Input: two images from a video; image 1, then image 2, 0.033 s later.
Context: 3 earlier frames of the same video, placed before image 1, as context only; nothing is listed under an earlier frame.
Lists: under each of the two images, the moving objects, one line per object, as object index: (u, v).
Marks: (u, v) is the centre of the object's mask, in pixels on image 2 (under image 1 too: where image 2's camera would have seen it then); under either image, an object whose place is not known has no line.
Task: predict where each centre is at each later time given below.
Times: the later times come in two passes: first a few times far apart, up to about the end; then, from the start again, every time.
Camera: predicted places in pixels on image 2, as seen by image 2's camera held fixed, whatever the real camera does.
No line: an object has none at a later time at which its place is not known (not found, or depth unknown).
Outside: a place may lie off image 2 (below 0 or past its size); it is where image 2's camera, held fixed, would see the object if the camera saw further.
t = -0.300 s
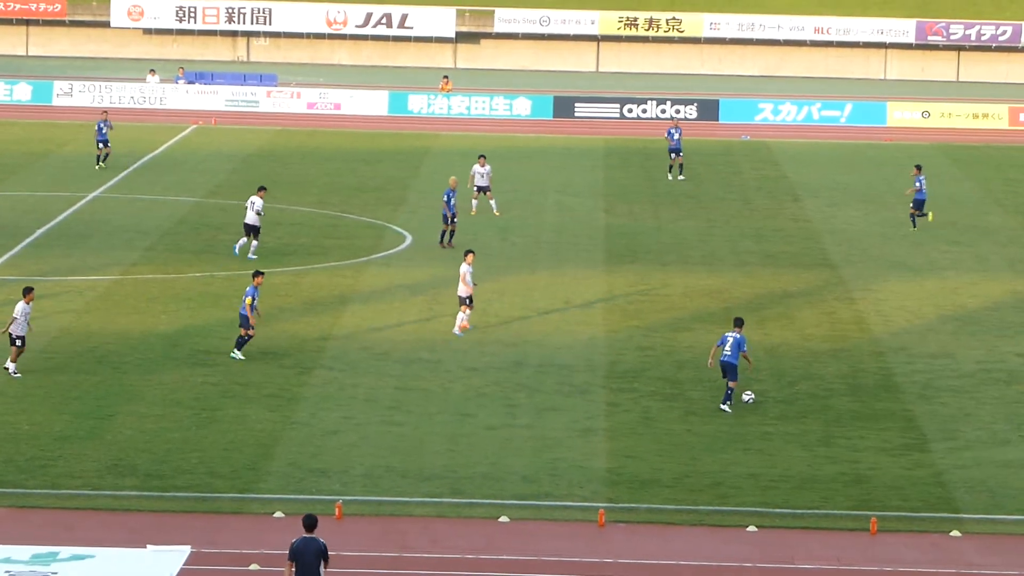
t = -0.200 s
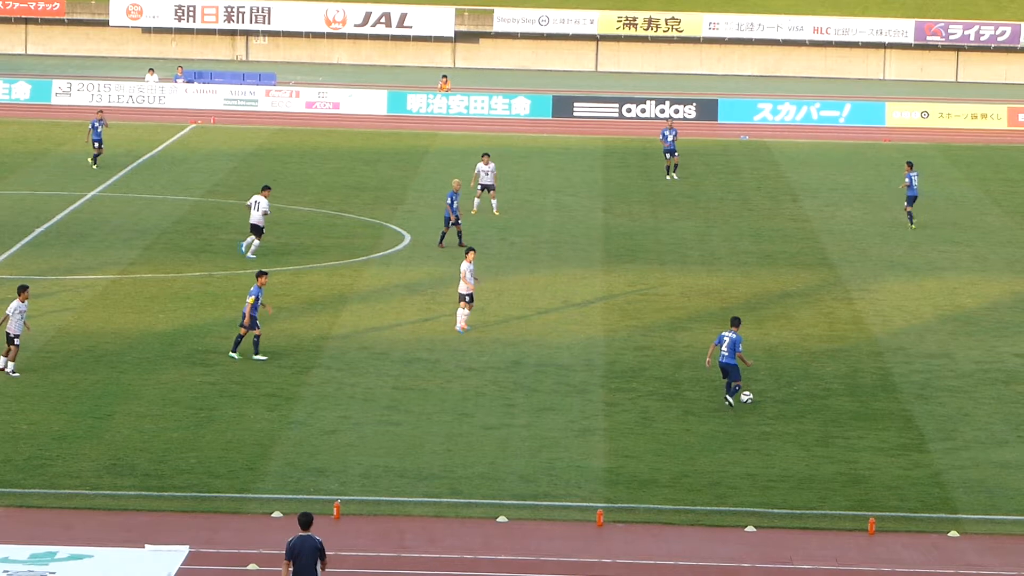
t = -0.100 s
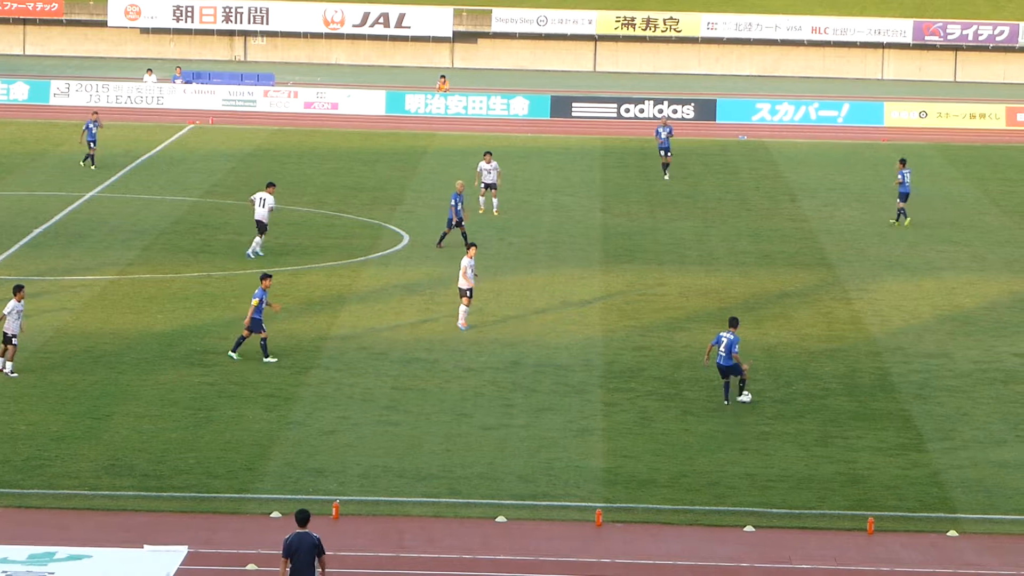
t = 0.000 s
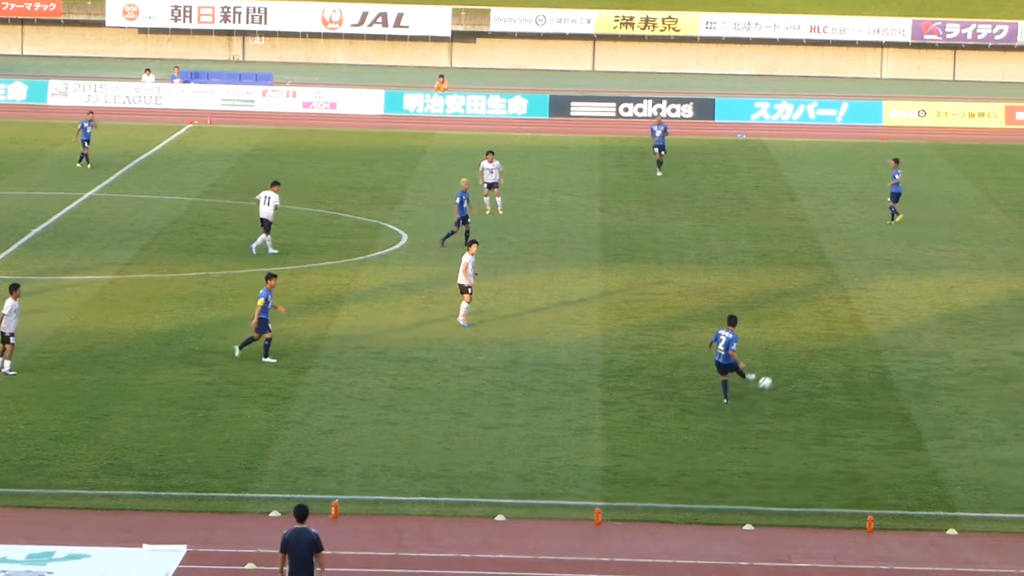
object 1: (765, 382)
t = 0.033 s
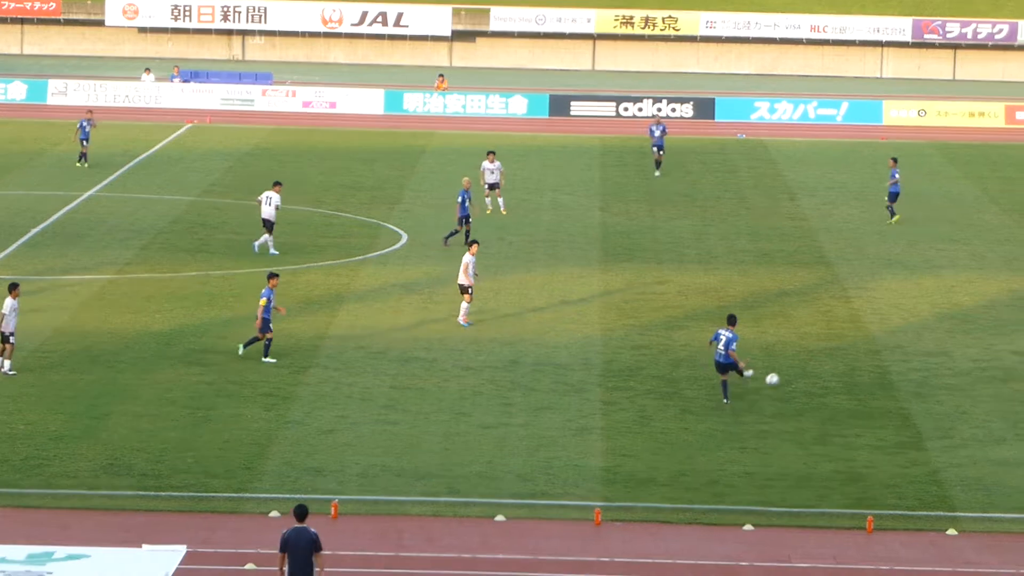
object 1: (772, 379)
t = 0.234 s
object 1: (811, 363)
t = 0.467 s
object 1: (846, 347)
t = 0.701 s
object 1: (875, 335)
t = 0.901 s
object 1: (895, 327)
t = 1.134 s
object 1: (916, 319)
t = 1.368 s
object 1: (934, 310)
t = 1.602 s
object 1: (951, 302)
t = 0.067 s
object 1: (779, 376)
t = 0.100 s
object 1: (786, 374)
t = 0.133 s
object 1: (793, 371)
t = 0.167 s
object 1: (799, 370)
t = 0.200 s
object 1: (806, 366)
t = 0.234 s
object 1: (811, 363)
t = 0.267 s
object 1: (817, 361)
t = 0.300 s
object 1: (822, 358)
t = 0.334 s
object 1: (827, 356)
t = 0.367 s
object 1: (832, 355)
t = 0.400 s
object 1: (837, 352)
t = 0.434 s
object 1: (842, 349)
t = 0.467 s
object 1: (846, 347)
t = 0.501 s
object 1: (851, 345)
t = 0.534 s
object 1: (855, 344)
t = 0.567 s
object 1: (860, 342)
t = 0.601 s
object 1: (864, 340)
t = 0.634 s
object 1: (868, 338)
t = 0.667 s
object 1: (872, 337)
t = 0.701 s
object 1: (875, 335)
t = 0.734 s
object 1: (879, 335)
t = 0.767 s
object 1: (883, 333)
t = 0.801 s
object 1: (886, 331)
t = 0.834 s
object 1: (889, 329)
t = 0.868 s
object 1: (892, 328)
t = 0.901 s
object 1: (895, 327)
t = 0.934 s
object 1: (898, 327)
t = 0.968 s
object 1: (901, 325)
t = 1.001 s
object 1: (904, 323)
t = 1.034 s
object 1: (908, 322)
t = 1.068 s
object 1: (910, 321)
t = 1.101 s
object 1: (914, 320)
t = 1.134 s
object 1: (916, 319)
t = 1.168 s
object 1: (919, 317)
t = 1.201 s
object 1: (921, 315)
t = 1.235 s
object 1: (924, 314)
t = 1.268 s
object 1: (927, 314)
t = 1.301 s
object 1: (929, 313)
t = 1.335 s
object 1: (931, 311)
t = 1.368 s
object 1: (934, 310)
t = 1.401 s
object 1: (937, 309)
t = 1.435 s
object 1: (939, 308)
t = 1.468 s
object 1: (942, 306)
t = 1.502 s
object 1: (944, 305)
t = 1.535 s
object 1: (946, 305)
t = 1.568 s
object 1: (949, 304)
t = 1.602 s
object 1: (951, 302)
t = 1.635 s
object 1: (954, 301)
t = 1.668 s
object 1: (955, 300)
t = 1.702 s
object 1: (958, 299)
